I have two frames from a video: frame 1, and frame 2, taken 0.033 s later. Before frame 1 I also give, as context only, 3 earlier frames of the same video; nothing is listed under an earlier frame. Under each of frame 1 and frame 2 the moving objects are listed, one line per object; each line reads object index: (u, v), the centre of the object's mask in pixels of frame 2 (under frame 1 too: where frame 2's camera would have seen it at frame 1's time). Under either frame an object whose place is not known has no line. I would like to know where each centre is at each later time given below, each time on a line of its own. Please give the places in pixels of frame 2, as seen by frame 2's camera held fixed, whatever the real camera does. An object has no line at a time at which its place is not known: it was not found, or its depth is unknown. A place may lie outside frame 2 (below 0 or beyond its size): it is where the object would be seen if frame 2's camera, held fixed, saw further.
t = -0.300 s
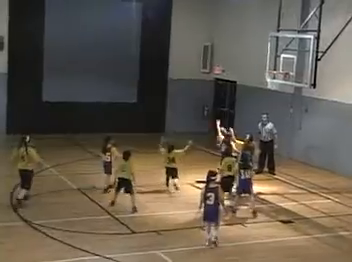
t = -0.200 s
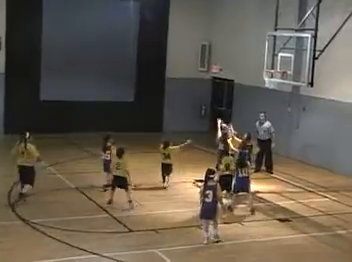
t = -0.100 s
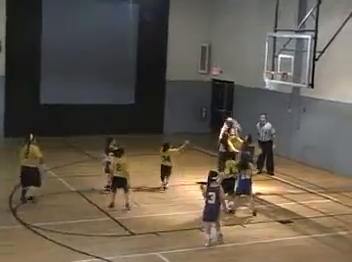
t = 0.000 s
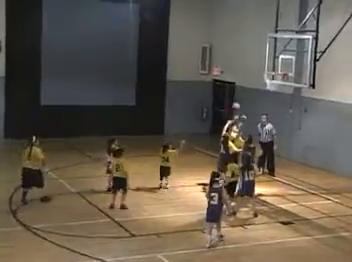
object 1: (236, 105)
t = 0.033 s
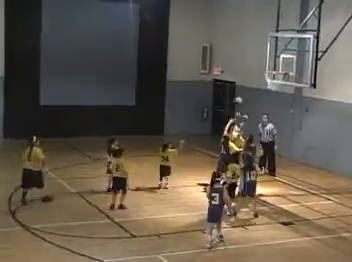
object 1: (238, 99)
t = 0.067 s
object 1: (240, 94)
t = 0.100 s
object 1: (242, 89)
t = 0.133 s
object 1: (244, 84)
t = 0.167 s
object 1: (246, 80)
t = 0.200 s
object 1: (248, 76)
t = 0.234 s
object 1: (249, 73)
